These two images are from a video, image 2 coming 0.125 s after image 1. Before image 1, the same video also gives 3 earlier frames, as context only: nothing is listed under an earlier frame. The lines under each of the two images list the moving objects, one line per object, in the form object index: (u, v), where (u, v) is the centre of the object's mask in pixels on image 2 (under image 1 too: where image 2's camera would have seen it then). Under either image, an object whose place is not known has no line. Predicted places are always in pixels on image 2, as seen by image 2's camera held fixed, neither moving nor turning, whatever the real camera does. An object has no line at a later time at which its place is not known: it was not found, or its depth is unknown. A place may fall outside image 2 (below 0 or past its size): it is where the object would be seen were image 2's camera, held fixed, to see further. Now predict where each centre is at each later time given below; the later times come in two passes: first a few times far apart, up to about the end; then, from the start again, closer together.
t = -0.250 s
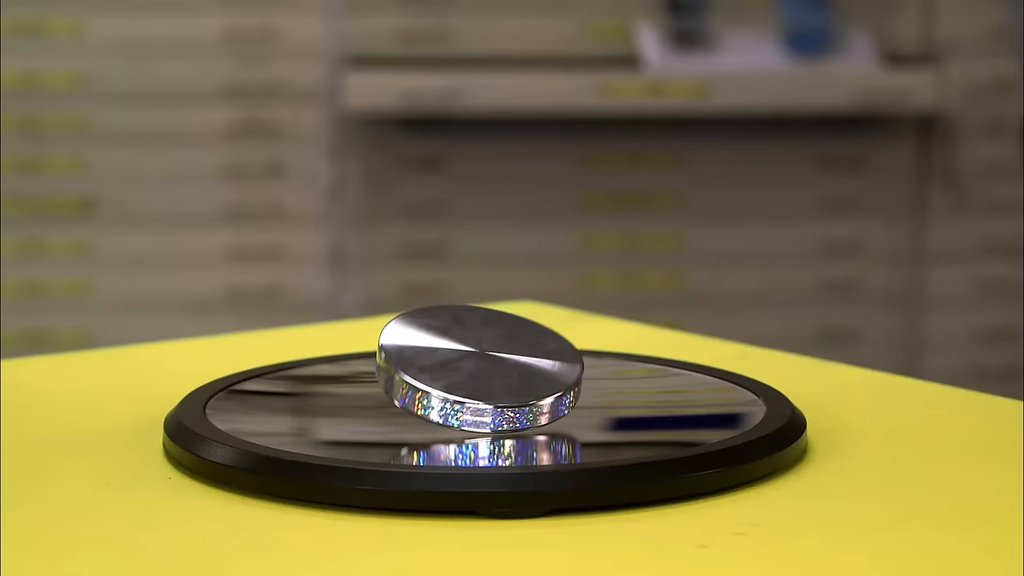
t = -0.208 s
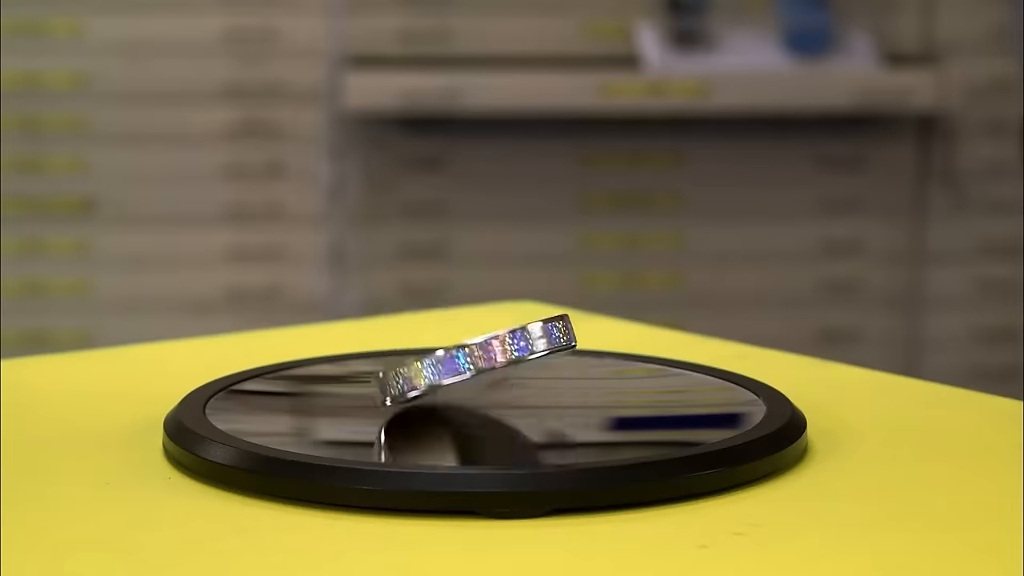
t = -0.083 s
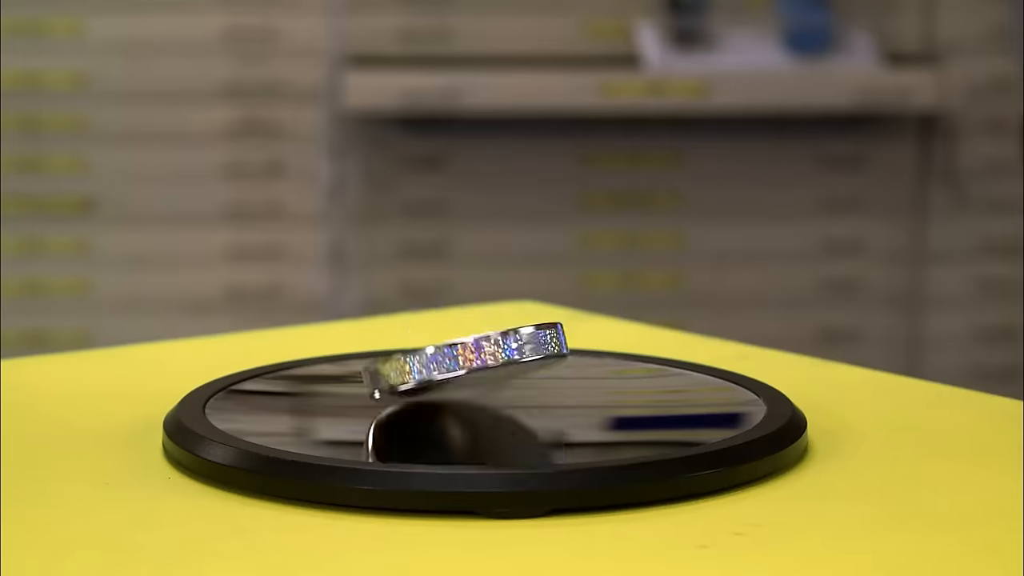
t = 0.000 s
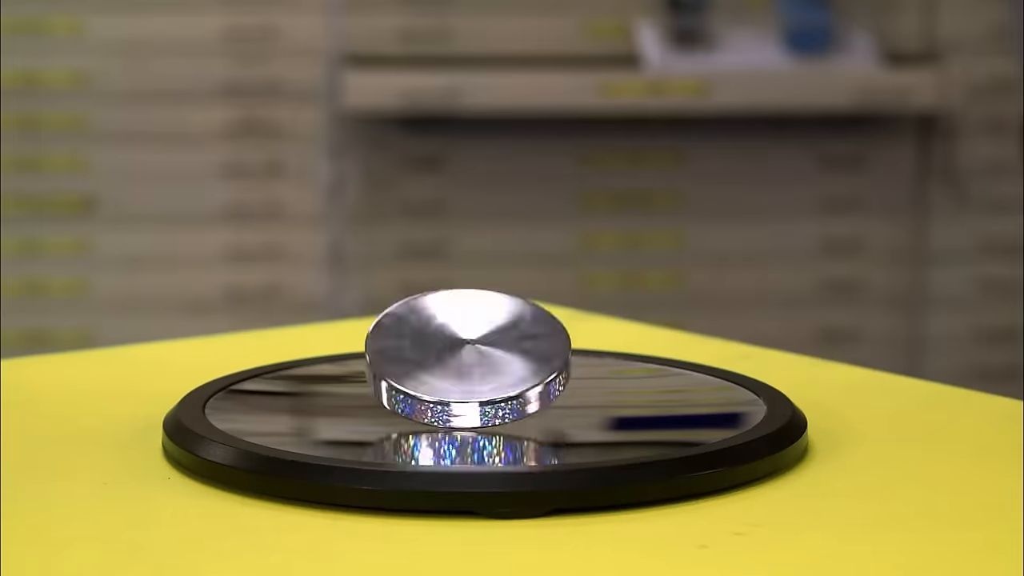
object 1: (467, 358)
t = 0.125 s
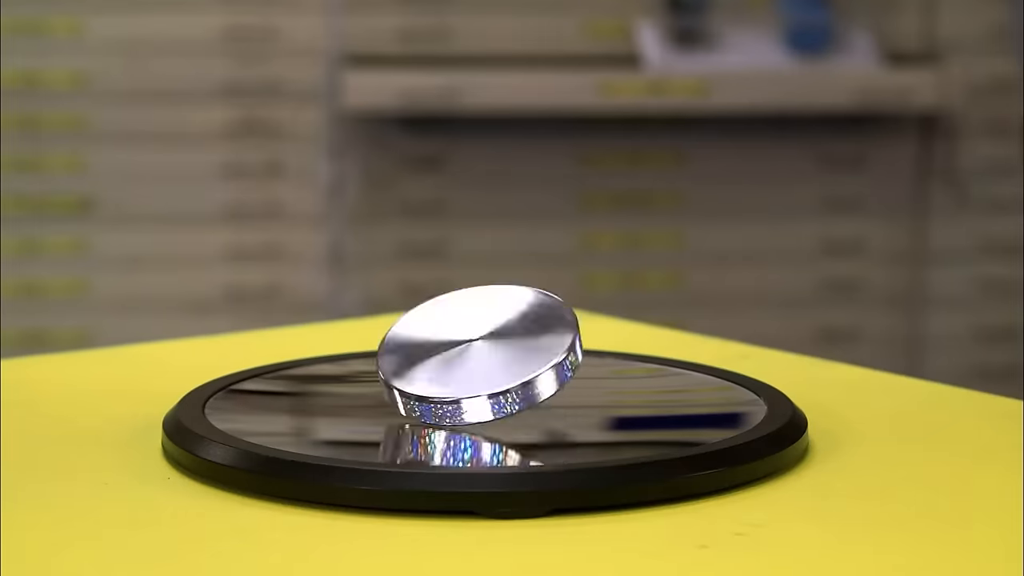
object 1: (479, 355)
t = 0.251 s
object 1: (491, 355)
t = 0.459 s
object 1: (480, 369)
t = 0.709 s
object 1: (467, 359)
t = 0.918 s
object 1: (486, 364)
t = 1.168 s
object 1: (482, 369)
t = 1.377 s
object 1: (469, 356)
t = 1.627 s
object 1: (485, 364)
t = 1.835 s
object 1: (488, 358)
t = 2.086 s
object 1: (469, 360)
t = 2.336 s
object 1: (483, 362)
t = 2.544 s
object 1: (489, 360)
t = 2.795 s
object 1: (472, 362)
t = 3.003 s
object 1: (482, 362)
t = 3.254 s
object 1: (488, 361)
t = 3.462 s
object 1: (474, 360)
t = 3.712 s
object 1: (482, 362)
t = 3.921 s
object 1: (489, 358)
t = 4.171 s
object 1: (473, 358)
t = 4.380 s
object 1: (478, 360)
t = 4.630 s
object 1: (488, 360)
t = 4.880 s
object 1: (475, 363)
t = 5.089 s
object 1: (482, 362)
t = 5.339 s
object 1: (488, 367)
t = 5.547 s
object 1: (476, 360)
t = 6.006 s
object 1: (490, 361)
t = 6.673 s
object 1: (486, 356)
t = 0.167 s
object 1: (489, 358)
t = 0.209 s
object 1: (487, 363)
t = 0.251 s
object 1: (491, 355)
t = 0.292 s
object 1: (493, 357)
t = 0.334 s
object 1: (490, 368)
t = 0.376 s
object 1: (490, 359)
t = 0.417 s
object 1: (486, 357)
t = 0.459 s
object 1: (480, 369)
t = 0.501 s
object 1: (481, 362)
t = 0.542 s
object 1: (474, 356)
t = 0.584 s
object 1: (468, 365)
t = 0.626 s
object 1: (470, 363)
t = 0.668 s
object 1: (468, 358)
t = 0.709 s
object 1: (467, 359)
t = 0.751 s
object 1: (471, 361)
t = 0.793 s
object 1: (475, 360)
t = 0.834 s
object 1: (478, 355)
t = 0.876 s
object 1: (481, 355)
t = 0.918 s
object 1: (486, 364)
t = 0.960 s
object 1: (489, 356)
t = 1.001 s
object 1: (492, 358)
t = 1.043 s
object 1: (490, 368)
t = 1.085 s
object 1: (489, 360)
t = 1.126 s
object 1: (488, 358)
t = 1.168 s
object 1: (482, 369)
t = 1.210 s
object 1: (480, 362)
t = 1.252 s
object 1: (476, 357)
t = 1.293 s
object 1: (470, 365)
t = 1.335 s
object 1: (473, 364)
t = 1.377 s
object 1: (469, 356)
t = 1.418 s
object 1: (467, 361)
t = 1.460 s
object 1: (474, 362)
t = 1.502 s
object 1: (475, 361)
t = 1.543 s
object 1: (477, 357)
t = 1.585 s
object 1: (483, 355)
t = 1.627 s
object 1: (485, 364)
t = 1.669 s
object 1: (488, 356)
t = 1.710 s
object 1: (492, 359)
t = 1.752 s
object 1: (489, 368)
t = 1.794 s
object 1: (490, 359)
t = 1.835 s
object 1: (488, 358)
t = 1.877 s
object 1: (482, 369)
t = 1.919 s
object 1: (486, 361)
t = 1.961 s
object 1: (476, 357)
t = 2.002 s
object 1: (471, 367)
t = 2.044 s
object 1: (469, 361)
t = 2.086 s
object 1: (469, 360)
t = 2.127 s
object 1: (468, 361)
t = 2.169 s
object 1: (471, 357)
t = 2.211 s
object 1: (475, 362)
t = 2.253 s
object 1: (477, 357)
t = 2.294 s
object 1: (485, 360)
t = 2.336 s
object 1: (483, 362)
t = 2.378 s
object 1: (487, 357)
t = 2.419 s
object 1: (491, 360)
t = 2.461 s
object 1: (489, 366)
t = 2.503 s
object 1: (489, 359)
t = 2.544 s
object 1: (489, 360)
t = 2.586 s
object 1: (483, 368)
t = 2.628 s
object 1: (481, 358)
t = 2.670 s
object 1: (478, 358)
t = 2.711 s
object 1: (472, 367)
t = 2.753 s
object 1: (473, 361)
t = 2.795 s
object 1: (472, 362)
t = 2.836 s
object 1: (469, 363)
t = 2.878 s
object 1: (474, 362)
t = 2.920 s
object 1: (474, 360)
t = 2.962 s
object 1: (478, 358)
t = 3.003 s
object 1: (482, 362)
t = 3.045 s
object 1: (483, 361)
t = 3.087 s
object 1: (487, 358)
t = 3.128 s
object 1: (490, 361)
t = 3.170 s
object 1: (489, 364)
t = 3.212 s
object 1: (490, 358)
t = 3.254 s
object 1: (488, 361)
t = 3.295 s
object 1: (483, 367)
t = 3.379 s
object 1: (478, 364)
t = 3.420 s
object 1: (474, 366)
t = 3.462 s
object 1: (474, 360)
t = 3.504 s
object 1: (471, 363)
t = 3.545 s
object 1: (471, 364)
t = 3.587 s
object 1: (473, 360)
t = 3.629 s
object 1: (474, 360)
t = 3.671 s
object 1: (480, 360)
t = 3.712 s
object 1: (482, 362)
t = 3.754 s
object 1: (483, 360)
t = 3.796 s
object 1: (492, 358)
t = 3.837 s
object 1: (490, 367)
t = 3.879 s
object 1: (489, 362)
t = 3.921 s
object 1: (489, 358)
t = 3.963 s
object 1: (486, 368)
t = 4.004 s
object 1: (484, 364)
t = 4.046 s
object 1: (482, 357)
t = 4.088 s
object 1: (476, 367)
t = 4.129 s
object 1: (477, 365)
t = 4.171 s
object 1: (473, 358)
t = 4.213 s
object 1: (471, 363)
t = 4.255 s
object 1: (475, 363)
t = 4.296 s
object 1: (475, 362)
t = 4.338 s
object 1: (475, 360)
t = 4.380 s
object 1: (478, 360)
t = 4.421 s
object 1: (483, 365)
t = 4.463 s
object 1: (485, 359)
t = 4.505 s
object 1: (489, 360)
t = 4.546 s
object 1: (487, 367)
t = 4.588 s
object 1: (487, 361)
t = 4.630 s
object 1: (488, 360)
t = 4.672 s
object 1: (484, 369)
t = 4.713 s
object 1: (486, 362)
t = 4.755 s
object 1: (478, 361)
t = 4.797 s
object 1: (475, 368)
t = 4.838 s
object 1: (478, 361)
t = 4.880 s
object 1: (475, 363)
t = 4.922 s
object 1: (472, 364)
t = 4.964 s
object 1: (476, 362)
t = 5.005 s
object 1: (475, 362)
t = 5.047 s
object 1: (478, 360)
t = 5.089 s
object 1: (482, 362)
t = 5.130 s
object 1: (482, 362)
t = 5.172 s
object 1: (486, 360)
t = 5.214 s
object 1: (490, 362)
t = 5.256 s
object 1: (488, 363)
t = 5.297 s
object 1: (487, 357)
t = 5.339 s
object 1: (488, 367)
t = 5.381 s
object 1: (485, 365)
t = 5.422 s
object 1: (484, 359)
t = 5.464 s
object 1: (479, 367)
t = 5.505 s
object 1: (477, 366)
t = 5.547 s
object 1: (476, 360)
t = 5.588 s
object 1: (473, 364)
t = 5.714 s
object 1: (476, 361)
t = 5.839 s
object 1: (485, 360)
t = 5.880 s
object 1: (492, 360)
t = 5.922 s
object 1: (487, 367)
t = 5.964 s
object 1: (489, 361)
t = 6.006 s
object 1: (490, 361)
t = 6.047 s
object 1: (485, 368)
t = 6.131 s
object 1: (486, 356)
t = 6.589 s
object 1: (488, 365)
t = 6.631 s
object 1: (487, 363)
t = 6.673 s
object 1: (486, 356)
